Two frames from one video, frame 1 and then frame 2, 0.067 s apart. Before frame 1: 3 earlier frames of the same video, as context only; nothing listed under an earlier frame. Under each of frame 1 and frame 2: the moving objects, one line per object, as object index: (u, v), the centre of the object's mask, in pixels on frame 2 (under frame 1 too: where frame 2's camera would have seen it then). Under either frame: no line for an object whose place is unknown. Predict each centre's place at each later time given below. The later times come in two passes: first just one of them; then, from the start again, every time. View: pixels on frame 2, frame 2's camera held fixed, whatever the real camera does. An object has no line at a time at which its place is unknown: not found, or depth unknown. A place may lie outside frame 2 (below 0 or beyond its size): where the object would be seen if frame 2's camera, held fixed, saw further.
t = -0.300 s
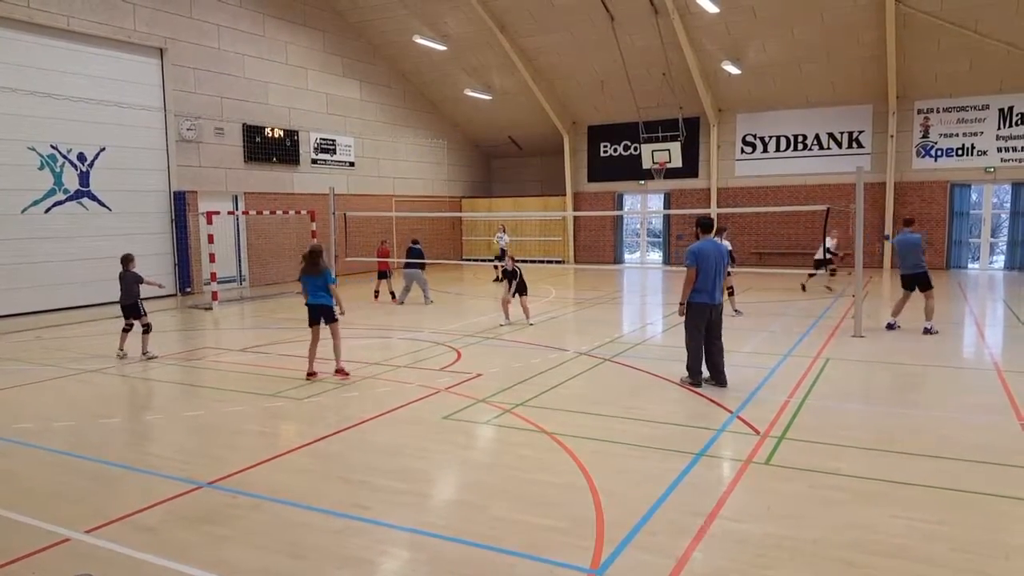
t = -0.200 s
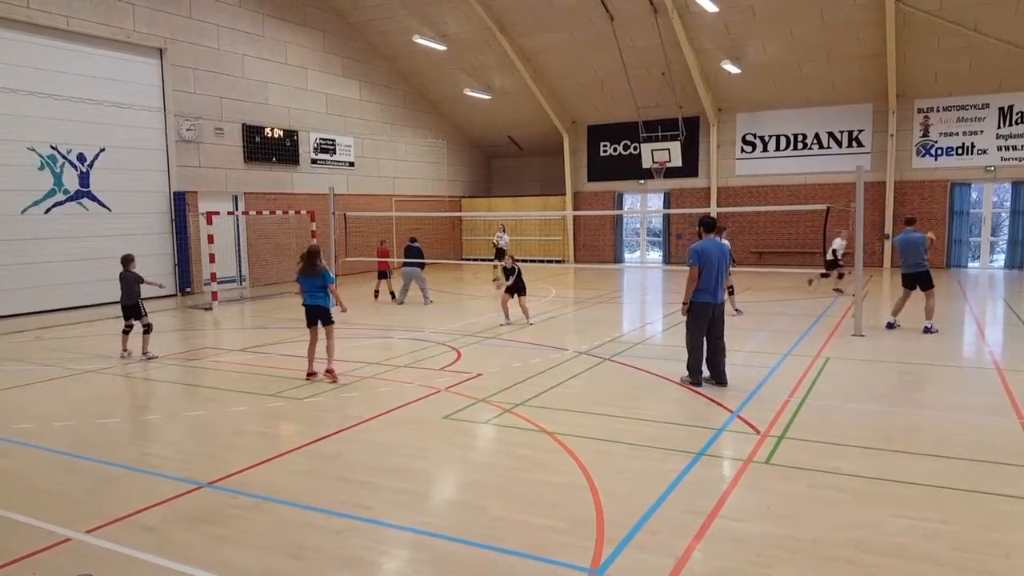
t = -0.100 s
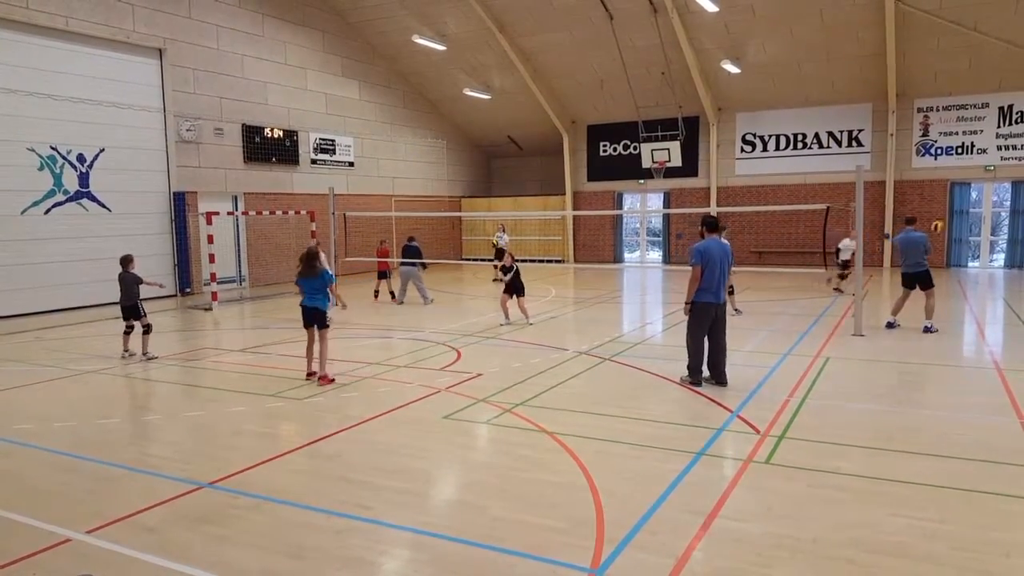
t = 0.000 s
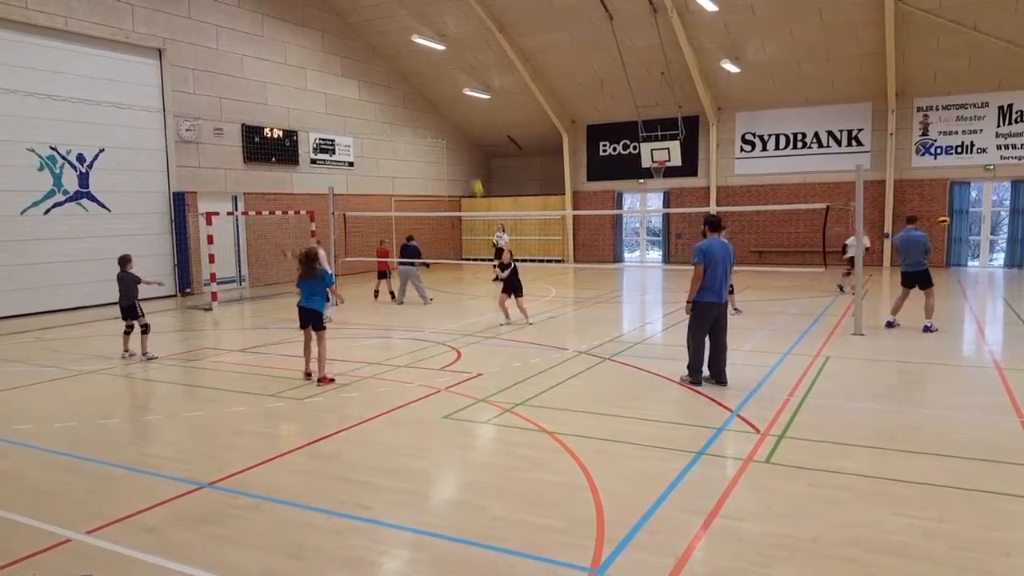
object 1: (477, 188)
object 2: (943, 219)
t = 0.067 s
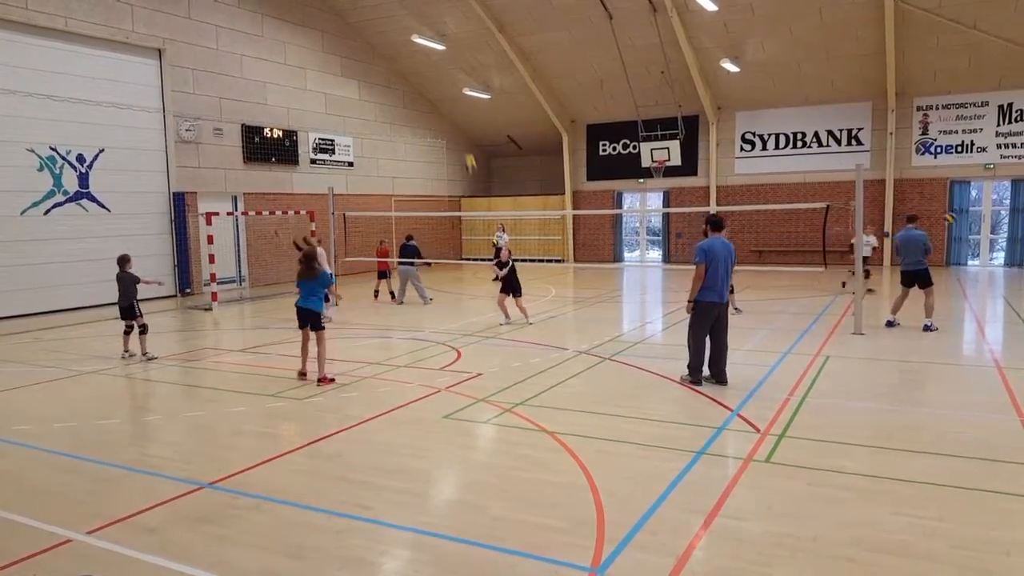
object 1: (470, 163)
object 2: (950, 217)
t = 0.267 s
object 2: (962, 226)
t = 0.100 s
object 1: (466, 151)
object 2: (952, 217)
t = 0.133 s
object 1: (462, 141)
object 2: (953, 218)
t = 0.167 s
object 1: (459, 129)
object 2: (954, 218)
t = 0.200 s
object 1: (455, 119)
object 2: (957, 220)
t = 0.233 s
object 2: (960, 222)
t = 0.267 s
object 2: (962, 226)
